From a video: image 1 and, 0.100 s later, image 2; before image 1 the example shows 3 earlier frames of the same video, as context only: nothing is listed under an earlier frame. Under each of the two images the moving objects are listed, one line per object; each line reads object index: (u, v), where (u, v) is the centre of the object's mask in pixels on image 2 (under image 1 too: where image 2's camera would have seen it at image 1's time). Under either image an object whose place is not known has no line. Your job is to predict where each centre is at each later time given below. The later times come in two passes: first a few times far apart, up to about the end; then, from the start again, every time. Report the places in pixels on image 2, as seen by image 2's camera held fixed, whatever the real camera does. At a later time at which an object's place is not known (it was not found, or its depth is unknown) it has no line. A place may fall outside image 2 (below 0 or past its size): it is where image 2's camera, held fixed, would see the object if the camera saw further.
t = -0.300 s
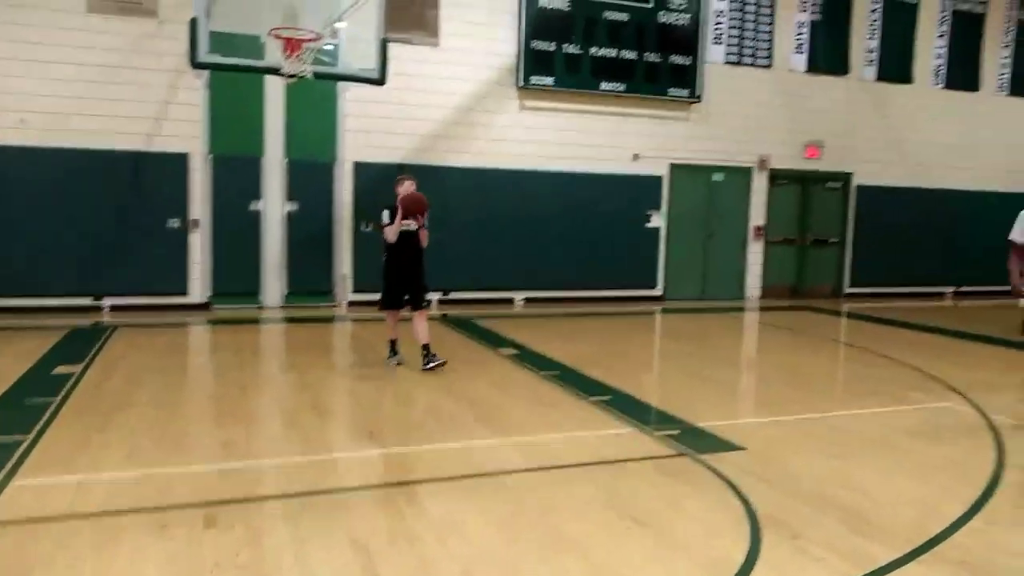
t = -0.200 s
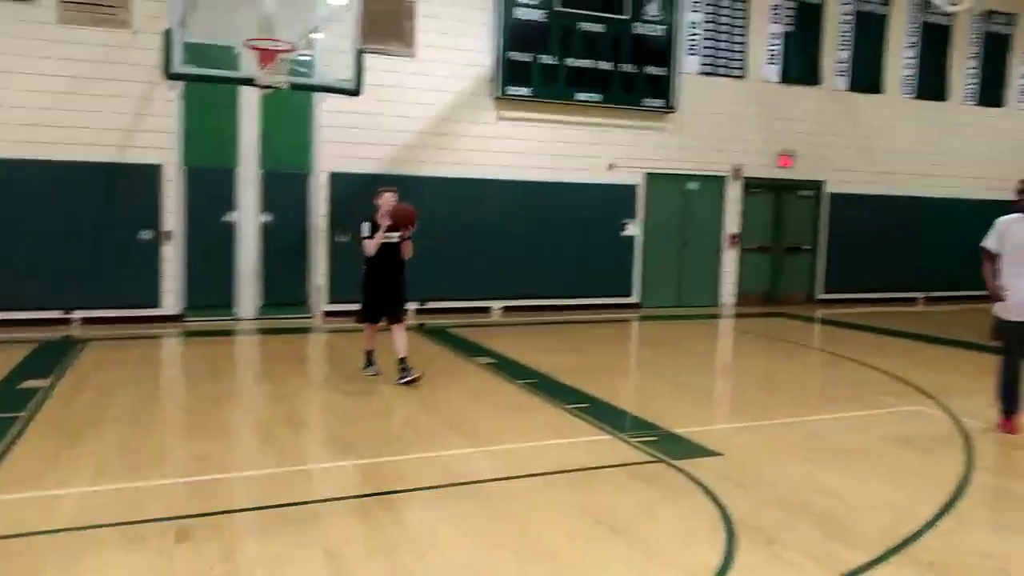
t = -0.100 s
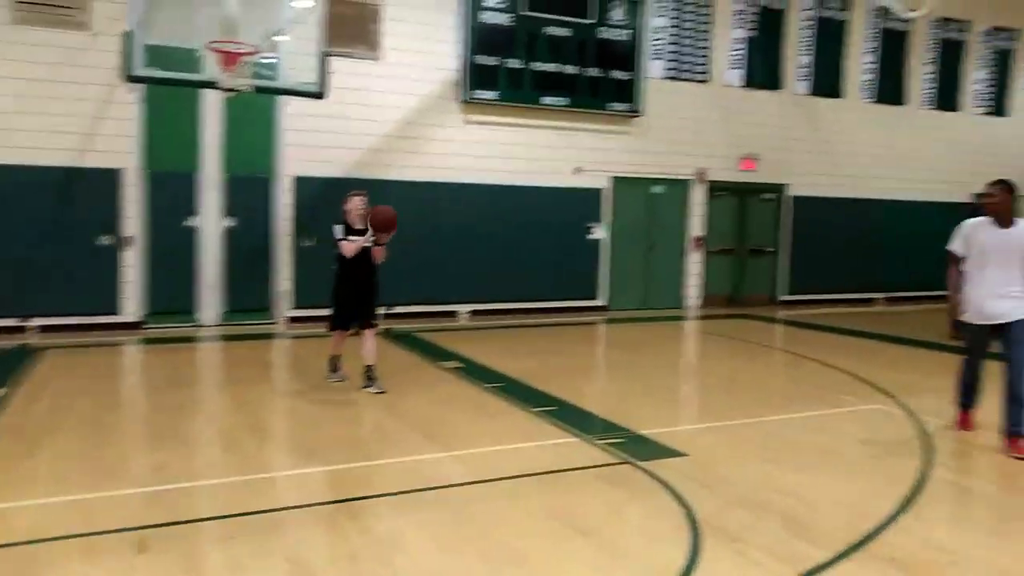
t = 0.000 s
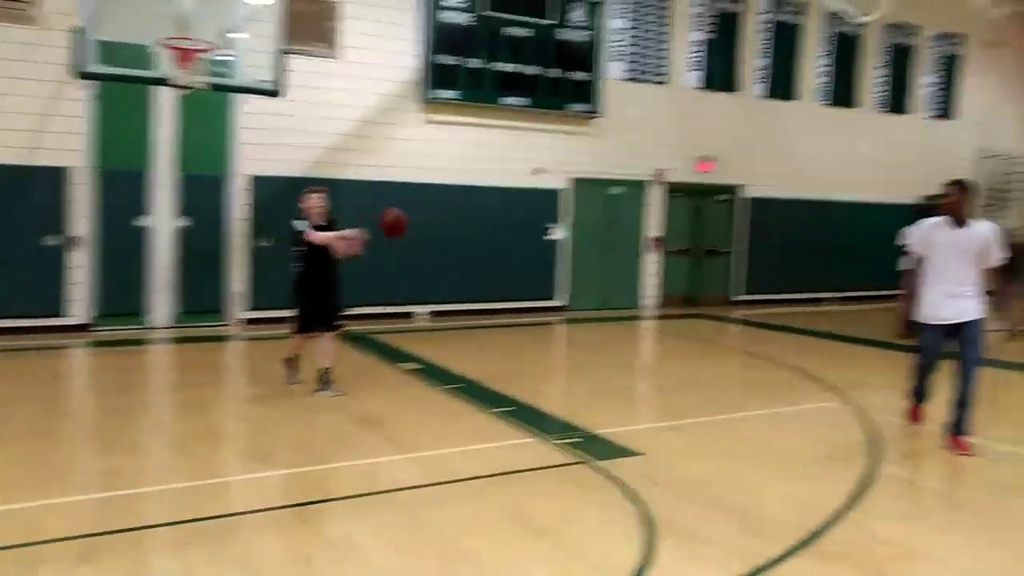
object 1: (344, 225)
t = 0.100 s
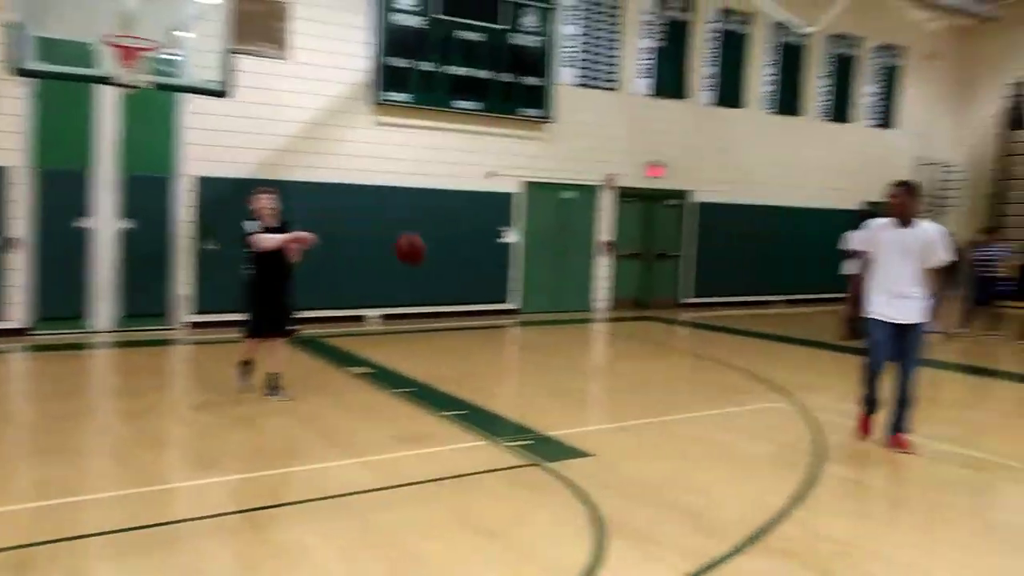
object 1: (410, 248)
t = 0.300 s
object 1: (557, 344)
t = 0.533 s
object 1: (710, 379)
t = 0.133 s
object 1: (433, 259)
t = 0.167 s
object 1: (456, 271)
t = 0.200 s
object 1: (481, 287)
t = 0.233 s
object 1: (506, 304)
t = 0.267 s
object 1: (530, 325)
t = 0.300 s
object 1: (557, 344)
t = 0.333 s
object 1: (585, 371)
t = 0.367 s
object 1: (612, 397)
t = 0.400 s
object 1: (641, 425)
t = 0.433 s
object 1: (662, 429)
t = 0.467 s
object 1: (677, 411)
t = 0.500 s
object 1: (694, 394)
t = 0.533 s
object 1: (710, 379)
